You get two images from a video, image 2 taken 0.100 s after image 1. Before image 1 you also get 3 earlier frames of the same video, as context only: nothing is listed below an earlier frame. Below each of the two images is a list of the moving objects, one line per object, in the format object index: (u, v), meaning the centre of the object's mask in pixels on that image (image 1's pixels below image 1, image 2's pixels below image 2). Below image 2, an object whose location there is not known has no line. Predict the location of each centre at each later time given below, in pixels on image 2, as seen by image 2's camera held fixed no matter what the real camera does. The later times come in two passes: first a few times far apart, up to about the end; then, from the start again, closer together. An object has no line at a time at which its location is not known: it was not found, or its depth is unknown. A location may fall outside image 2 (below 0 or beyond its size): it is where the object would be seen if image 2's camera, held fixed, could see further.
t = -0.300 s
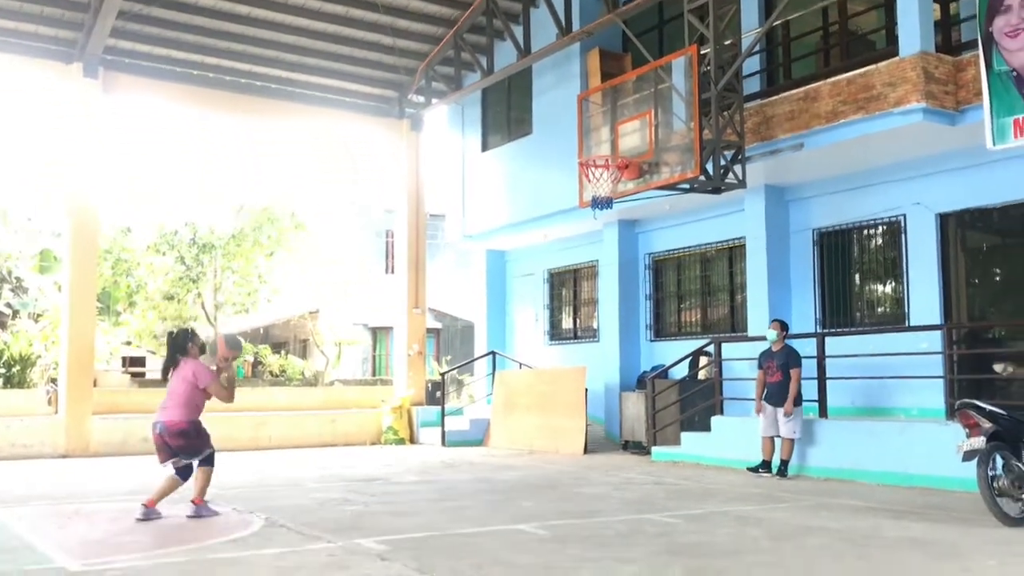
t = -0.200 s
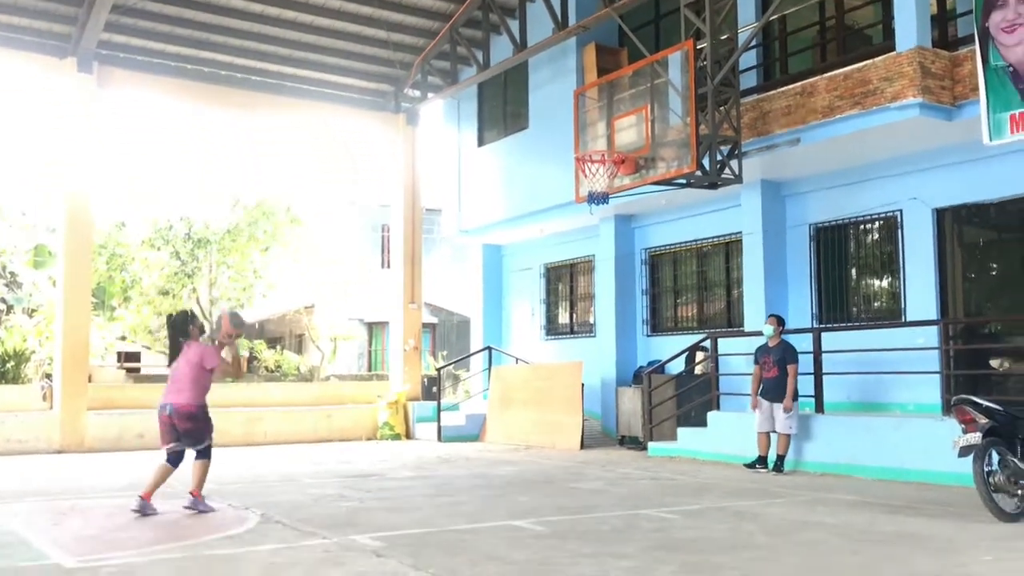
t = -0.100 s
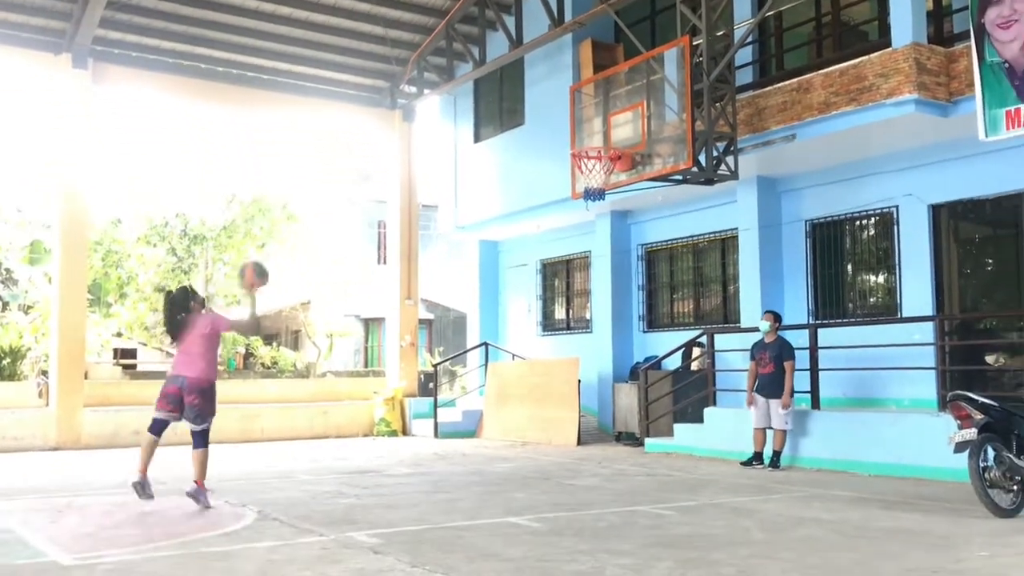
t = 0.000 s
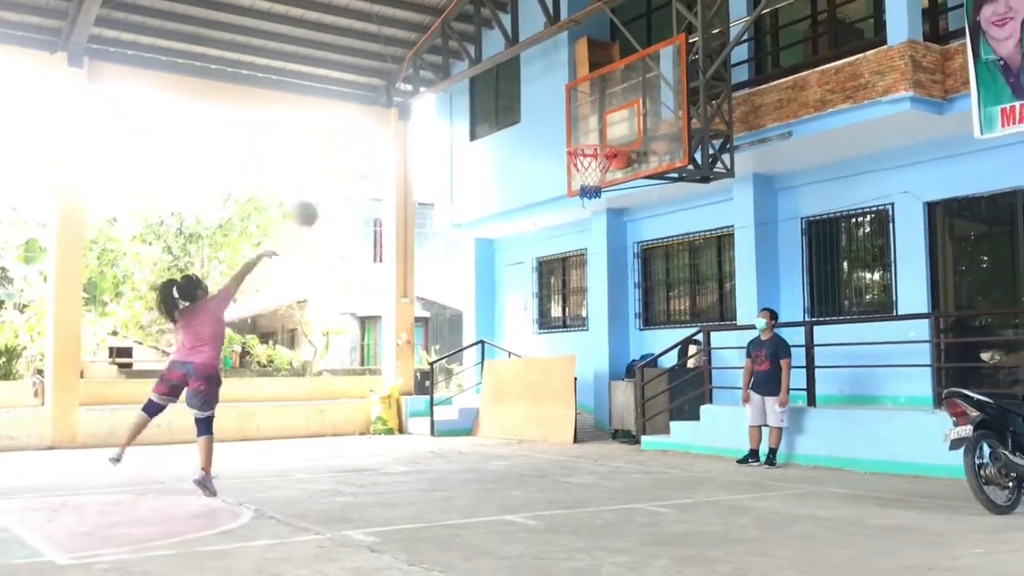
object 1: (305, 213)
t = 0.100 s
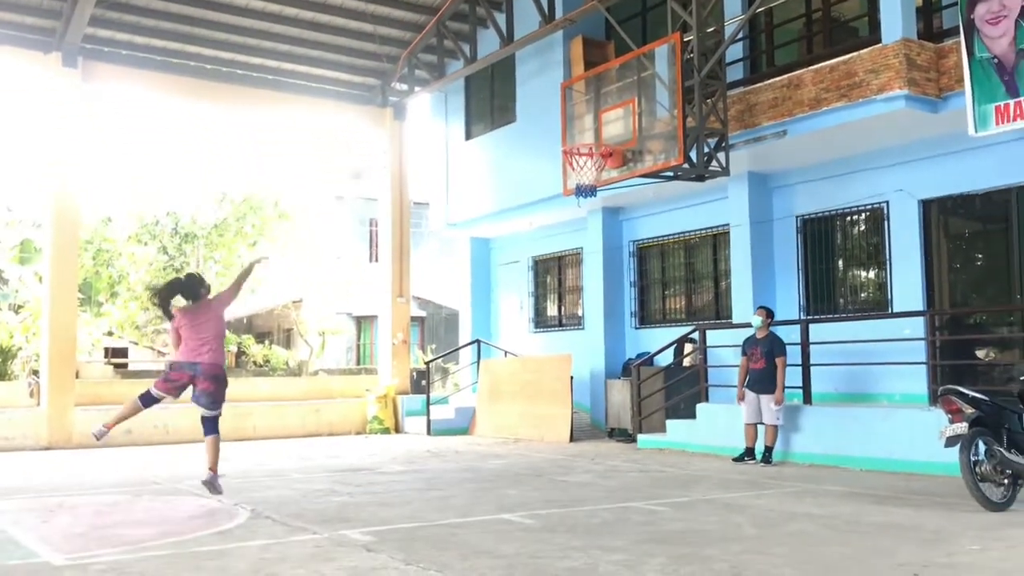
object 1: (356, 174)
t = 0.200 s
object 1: (404, 139)
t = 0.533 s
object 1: (555, 127)
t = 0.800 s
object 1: (592, 166)
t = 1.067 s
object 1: (610, 160)
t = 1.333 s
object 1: (590, 217)
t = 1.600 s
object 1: (572, 330)
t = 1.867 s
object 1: (553, 427)
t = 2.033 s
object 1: (542, 349)
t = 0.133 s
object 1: (379, 159)
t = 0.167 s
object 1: (392, 148)
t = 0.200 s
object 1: (404, 139)
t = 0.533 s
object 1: (555, 127)
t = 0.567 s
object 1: (568, 132)
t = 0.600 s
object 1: (580, 135)
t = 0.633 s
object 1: (594, 145)
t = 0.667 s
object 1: (593, 149)
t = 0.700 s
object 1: (581, 150)
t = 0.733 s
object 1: (577, 153)
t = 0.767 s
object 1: (583, 158)
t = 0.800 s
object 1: (592, 166)
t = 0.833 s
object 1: (599, 171)
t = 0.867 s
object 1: (604, 169)
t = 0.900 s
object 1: (610, 164)
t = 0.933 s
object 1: (611, 165)
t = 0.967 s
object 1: (610, 161)
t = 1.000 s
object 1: (610, 162)
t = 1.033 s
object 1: (610, 160)
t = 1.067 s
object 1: (610, 160)
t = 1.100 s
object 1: (610, 160)
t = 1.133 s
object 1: (608, 162)
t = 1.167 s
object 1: (604, 173)
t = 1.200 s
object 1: (603, 191)
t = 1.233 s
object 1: (602, 195)
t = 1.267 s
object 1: (596, 200)
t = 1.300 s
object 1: (593, 208)
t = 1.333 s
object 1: (590, 217)
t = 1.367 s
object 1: (588, 227)
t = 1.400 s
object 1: (586, 239)
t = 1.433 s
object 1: (584, 251)
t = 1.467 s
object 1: (582, 265)
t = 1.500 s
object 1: (581, 281)
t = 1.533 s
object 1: (579, 296)
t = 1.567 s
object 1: (577, 313)
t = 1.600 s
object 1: (572, 330)
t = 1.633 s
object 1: (570, 351)
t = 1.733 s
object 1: (563, 417)
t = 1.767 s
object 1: (561, 443)
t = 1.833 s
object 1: (556, 447)
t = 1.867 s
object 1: (553, 427)
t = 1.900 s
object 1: (551, 409)
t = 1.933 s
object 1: (549, 392)
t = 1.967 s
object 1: (546, 377)
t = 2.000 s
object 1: (544, 362)
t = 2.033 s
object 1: (542, 349)
